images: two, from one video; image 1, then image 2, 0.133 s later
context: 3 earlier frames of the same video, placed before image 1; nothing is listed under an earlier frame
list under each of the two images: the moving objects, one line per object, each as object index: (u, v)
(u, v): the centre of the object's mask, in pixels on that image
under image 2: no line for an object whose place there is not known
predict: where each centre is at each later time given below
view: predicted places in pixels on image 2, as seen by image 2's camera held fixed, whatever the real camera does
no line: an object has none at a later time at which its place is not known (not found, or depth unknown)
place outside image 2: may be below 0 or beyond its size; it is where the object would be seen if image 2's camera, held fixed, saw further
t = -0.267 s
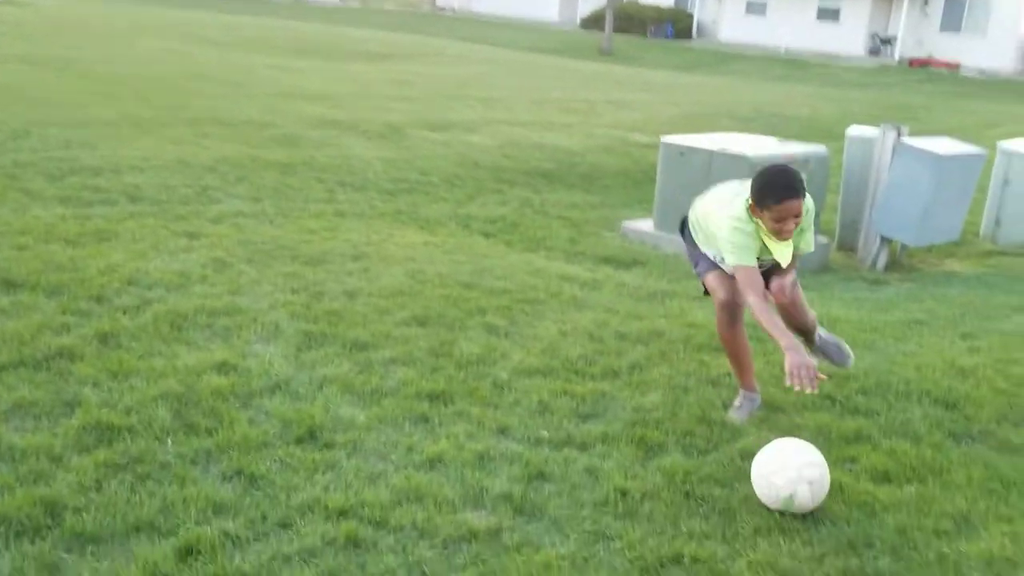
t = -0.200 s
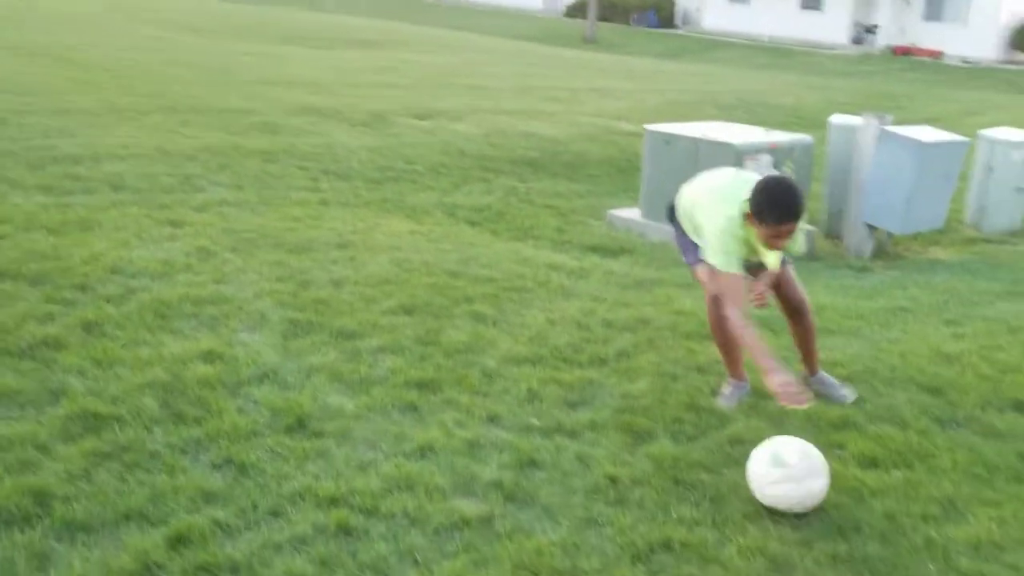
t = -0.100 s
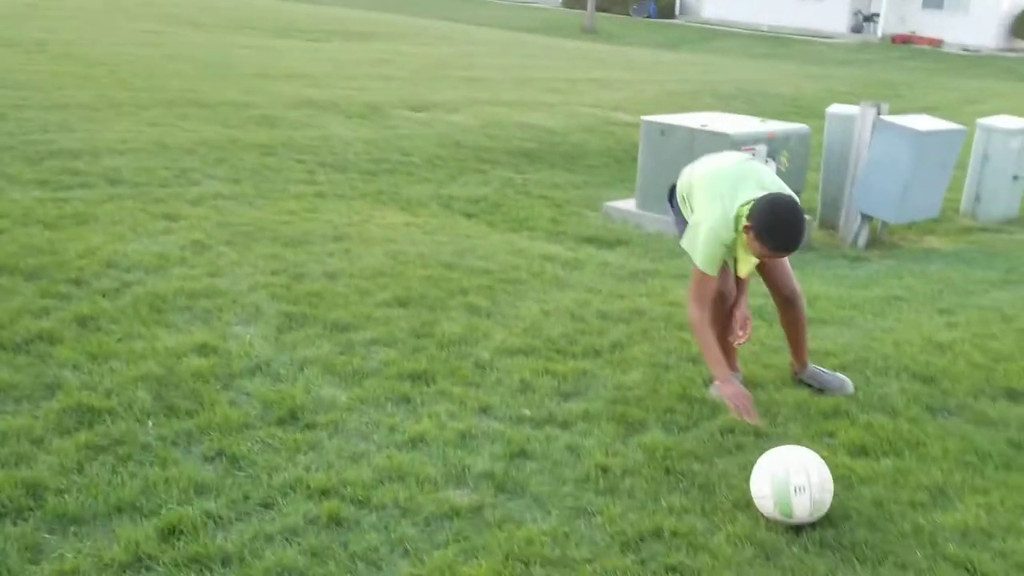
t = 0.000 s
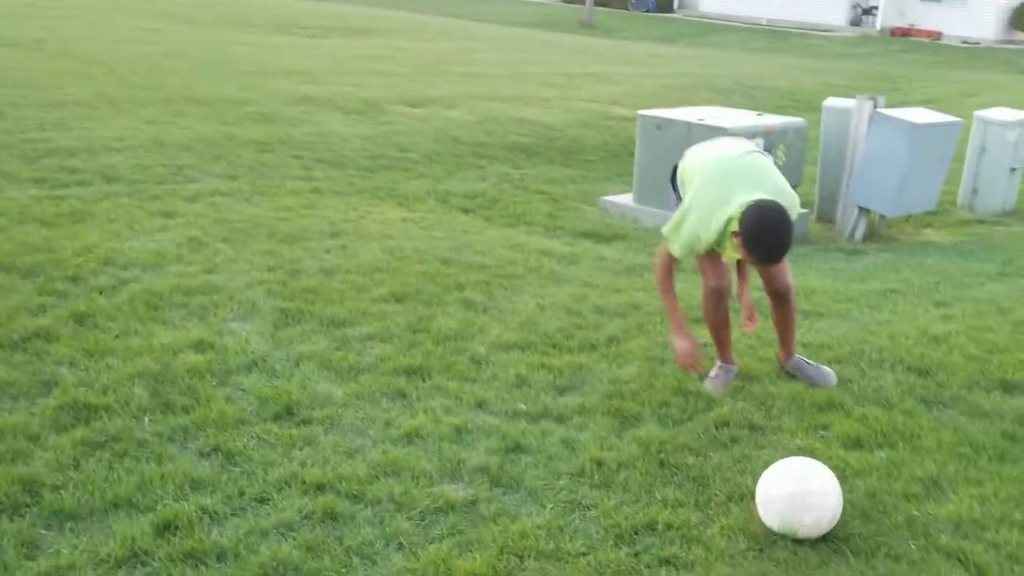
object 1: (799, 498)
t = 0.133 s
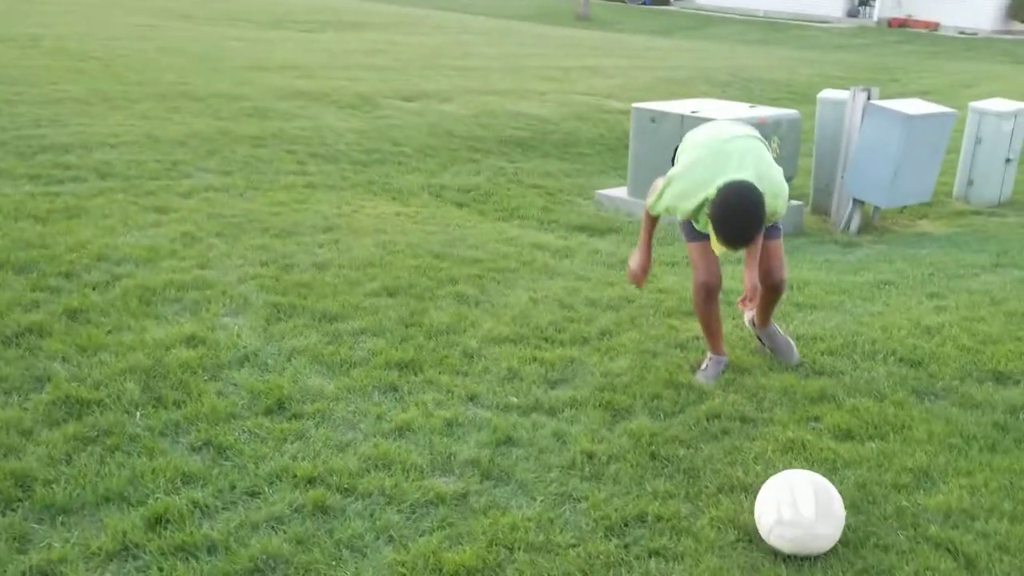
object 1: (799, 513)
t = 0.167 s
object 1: (802, 519)
